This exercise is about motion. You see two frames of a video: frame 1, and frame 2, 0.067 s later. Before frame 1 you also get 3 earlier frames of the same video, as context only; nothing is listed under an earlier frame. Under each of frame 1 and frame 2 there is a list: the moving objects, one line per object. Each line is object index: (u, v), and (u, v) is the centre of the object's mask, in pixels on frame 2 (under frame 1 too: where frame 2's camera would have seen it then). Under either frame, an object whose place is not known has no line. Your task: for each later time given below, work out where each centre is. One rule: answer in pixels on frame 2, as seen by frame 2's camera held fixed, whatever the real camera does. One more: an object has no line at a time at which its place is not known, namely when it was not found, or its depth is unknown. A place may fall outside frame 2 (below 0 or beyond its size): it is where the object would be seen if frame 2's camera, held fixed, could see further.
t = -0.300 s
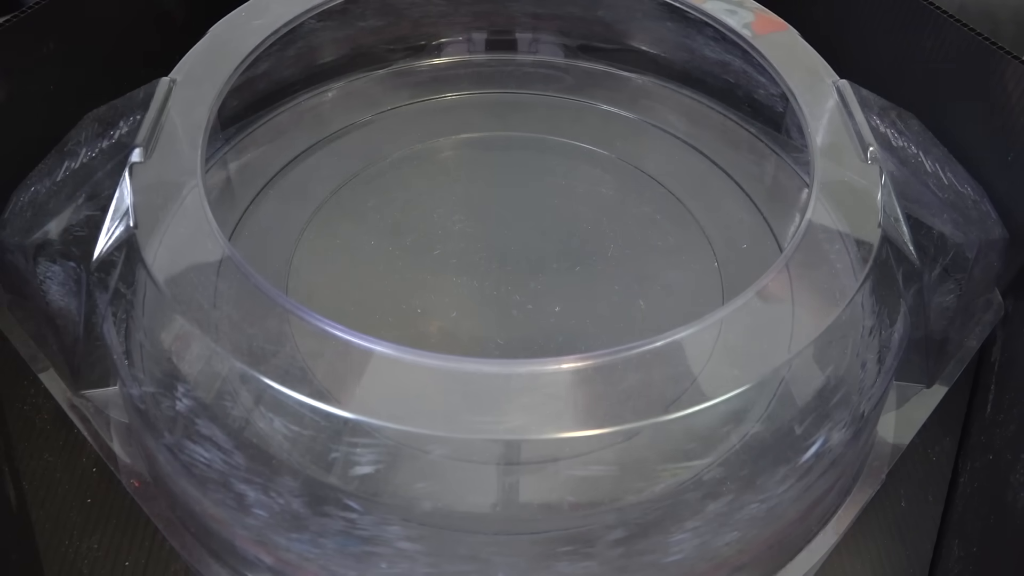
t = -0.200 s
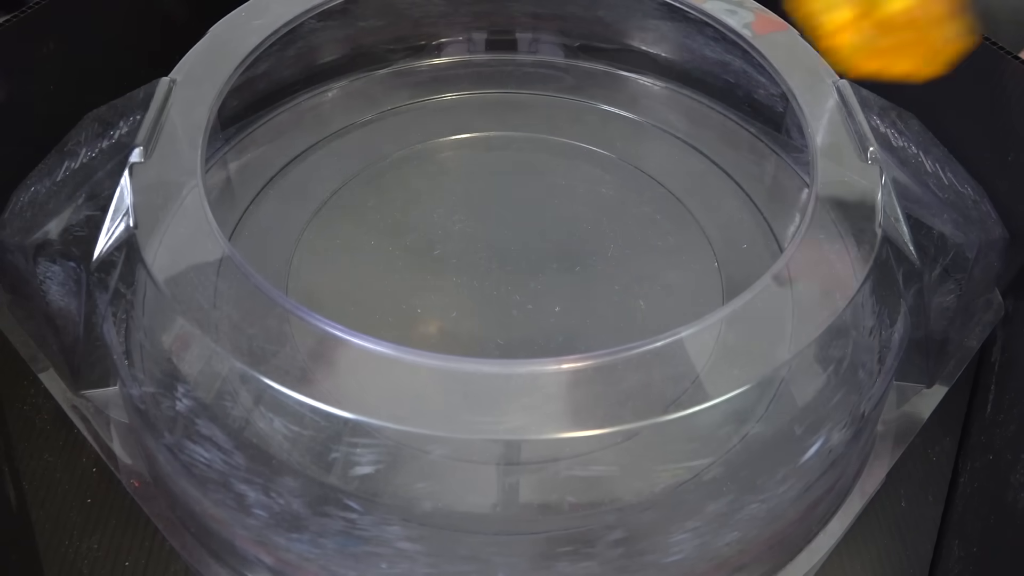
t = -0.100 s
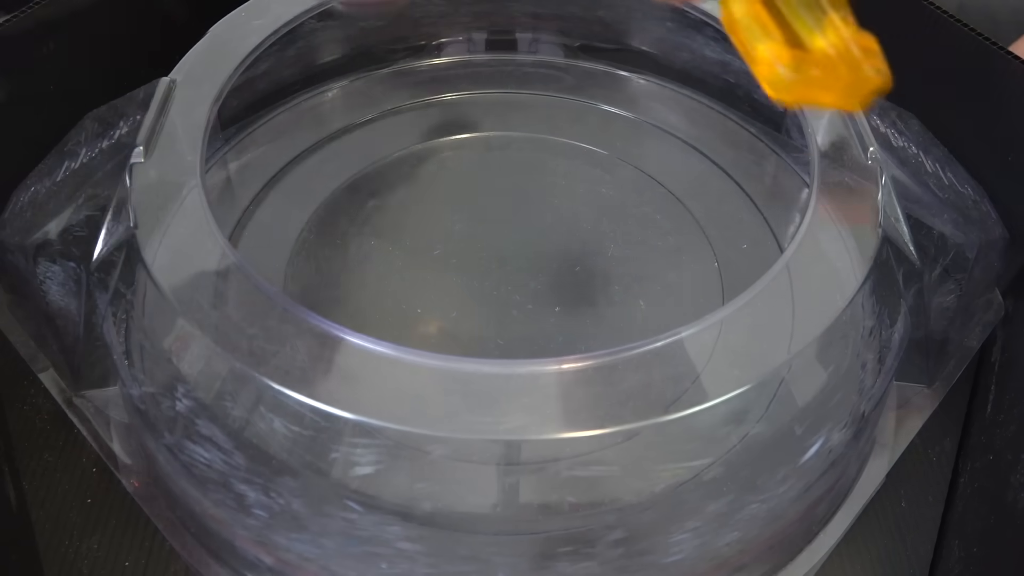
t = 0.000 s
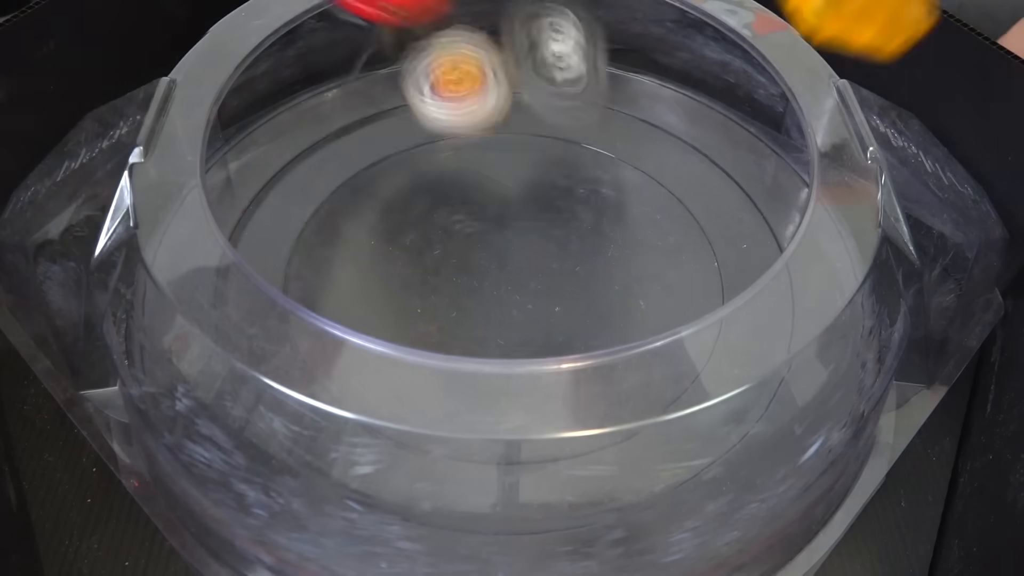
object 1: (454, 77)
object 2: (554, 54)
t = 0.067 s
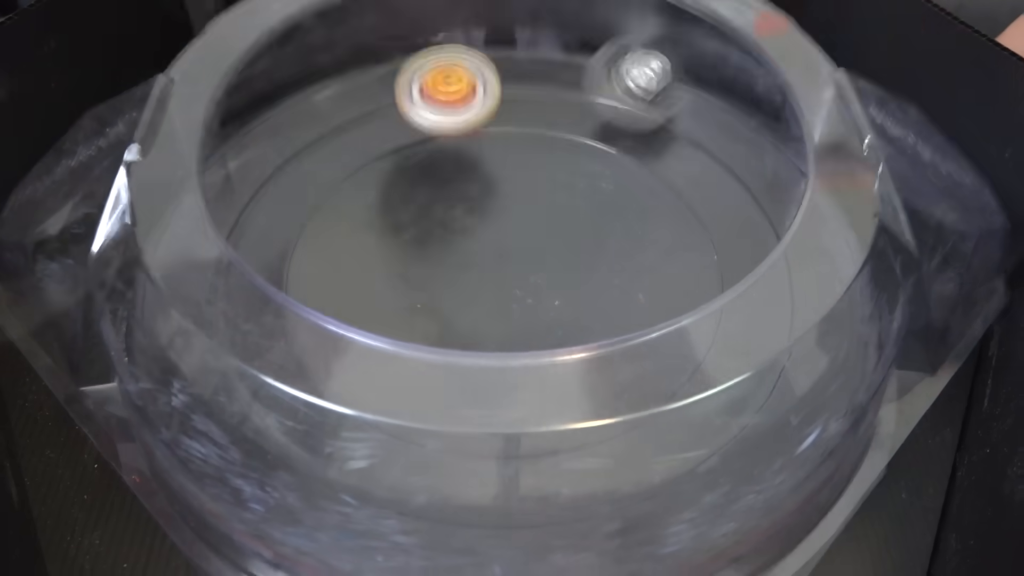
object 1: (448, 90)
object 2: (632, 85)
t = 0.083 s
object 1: (447, 78)
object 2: (656, 66)
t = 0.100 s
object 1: (444, 68)
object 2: (663, 62)
